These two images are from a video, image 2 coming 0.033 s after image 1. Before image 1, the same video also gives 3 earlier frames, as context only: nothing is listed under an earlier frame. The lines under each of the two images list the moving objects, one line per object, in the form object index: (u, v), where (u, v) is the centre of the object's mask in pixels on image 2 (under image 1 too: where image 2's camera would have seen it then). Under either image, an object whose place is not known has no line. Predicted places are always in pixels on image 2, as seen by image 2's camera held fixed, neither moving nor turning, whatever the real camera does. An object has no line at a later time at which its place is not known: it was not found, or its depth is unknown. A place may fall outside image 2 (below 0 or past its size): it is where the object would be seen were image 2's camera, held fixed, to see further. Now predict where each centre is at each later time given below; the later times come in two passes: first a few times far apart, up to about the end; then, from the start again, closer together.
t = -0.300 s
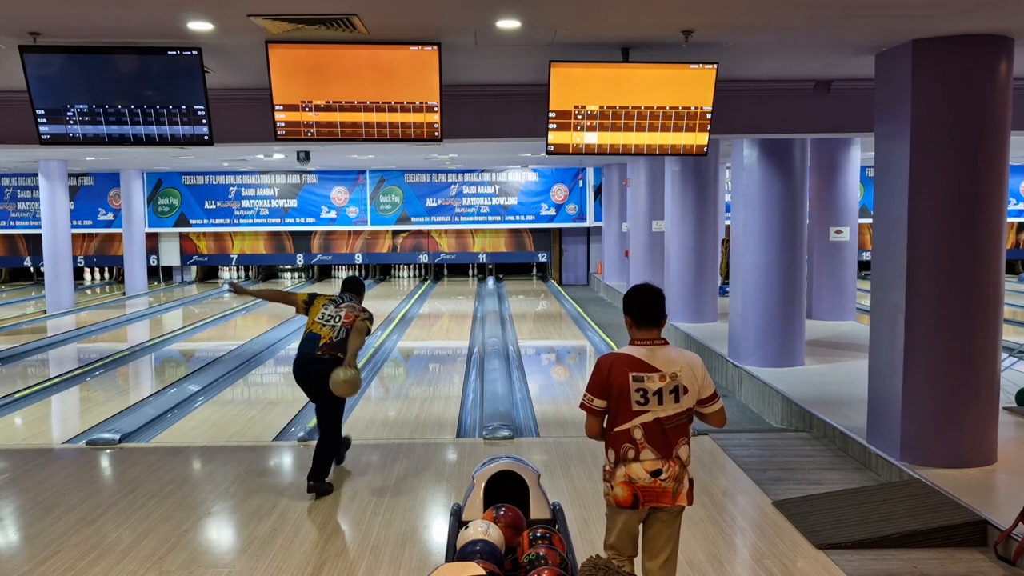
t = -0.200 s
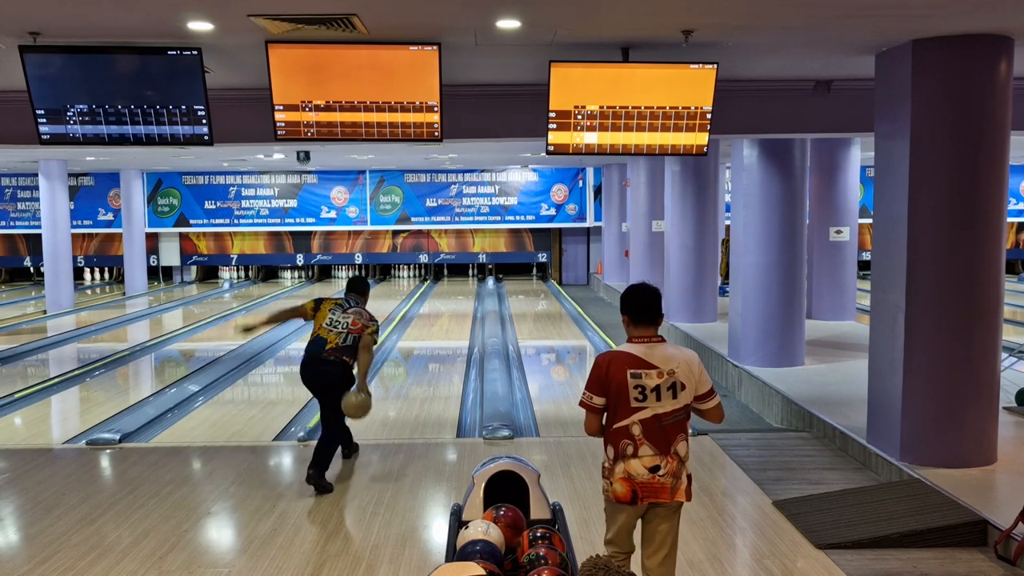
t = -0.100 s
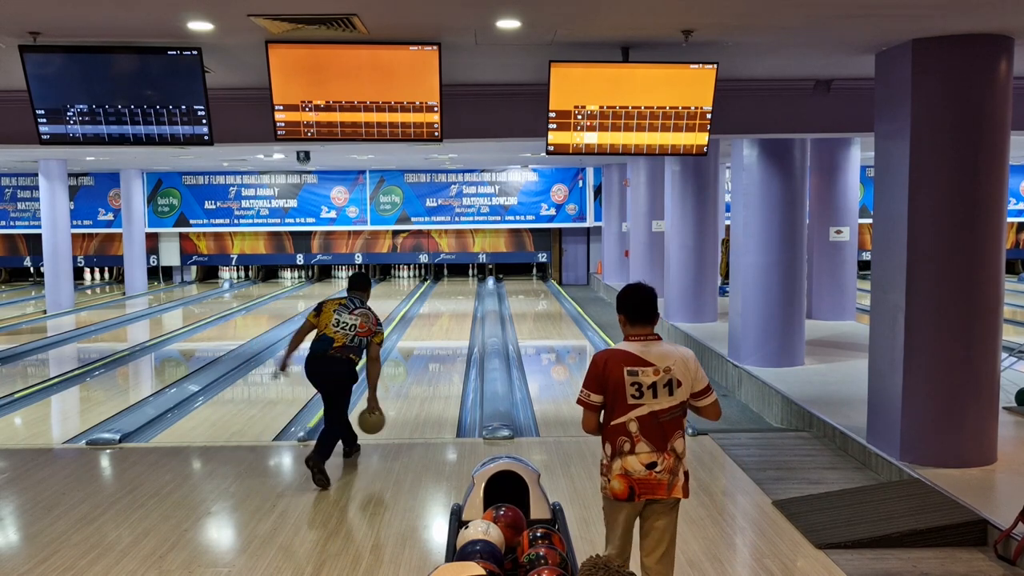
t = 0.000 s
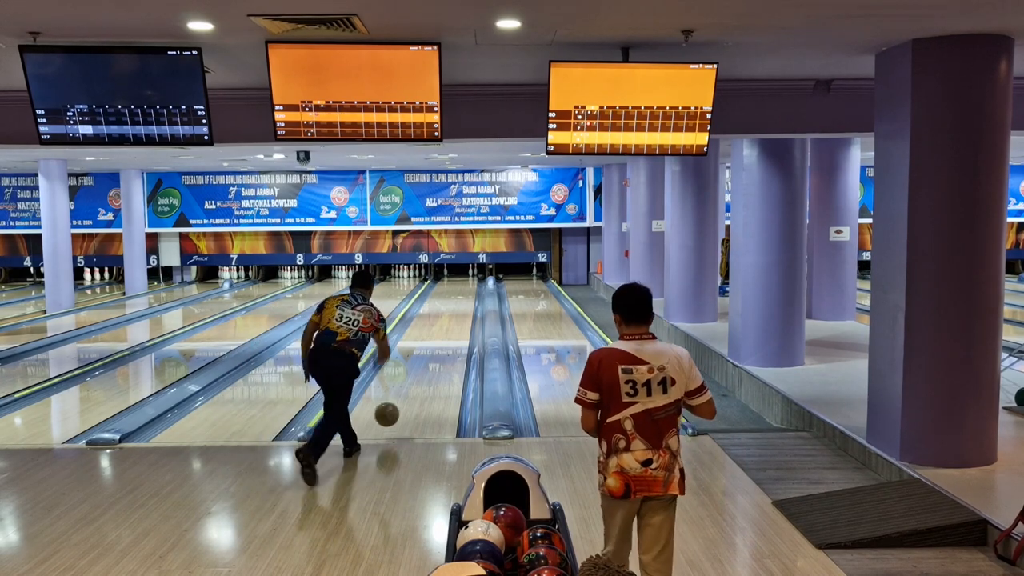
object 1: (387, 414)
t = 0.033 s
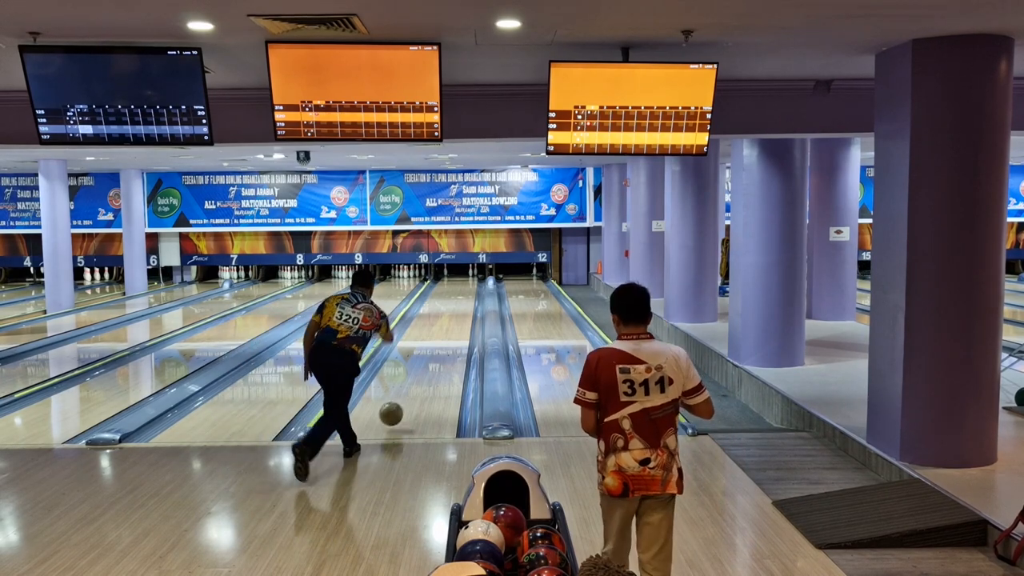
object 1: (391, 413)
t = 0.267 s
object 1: (413, 380)
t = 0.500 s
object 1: (429, 353)
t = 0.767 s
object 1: (441, 332)
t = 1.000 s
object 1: (449, 318)
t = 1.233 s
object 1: (455, 307)
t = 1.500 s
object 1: (461, 296)
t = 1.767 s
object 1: (465, 289)
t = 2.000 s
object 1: (469, 282)
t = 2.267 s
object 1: (472, 277)
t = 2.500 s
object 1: (473, 274)
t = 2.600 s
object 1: (476, 272)
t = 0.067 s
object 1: (395, 413)
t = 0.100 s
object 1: (398, 406)
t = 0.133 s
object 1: (401, 401)
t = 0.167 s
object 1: (405, 395)
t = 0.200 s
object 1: (408, 389)
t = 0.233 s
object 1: (411, 385)
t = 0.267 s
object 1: (413, 380)
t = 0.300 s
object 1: (416, 376)
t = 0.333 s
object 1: (419, 372)
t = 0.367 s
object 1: (421, 368)
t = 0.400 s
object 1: (423, 364)
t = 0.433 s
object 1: (425, 360)
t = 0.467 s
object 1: (427, 357)
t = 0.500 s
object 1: (429, 353)
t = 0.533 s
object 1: (431, 350)
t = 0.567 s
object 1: (432, 347)
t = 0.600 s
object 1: (434, 345)
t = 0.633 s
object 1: (435, 342)
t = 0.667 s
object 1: (437, 339)
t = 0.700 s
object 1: (438, 337)
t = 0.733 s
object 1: (440, 335)
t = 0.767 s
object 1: (441, 332)
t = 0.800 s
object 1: (442, 330)
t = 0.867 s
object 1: (445, 326)
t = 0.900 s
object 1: (446, 323)
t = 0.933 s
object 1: (447, 321)
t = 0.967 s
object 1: (448, 319)
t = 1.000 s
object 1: (449, 318)
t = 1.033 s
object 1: (450, 316)
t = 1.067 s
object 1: (451, 315)
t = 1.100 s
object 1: (452, 313)
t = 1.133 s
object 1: (453, 311)
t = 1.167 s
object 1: (454, 310)
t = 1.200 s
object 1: (455, 308)
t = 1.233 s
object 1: (455, 307)
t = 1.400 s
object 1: (459, 300)
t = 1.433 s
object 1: (460, 299)
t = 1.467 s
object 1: (460, 297)
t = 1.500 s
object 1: (461, 296)
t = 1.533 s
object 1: (462, 295)
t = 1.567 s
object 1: (462, 294)
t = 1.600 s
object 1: (463, 293)
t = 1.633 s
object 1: (463, 292)
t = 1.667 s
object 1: (464, 291)
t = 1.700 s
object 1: (464, 291)
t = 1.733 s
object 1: (465, 289)
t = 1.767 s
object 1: (465, 289)
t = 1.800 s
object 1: (466, 288)
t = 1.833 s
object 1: (467, 286)
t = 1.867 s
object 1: (467, 286)
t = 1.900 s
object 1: (468, 285)
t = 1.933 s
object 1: (468, 284)
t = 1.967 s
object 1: (469, 283)
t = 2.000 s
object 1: (469, 282)
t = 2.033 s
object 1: (469, 282)
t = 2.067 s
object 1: (469, 281)
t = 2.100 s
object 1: (470, 280)
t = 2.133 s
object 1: (470, 280)
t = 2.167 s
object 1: (470, 279)
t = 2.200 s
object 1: (471, 278)
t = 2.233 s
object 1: (471, 278)
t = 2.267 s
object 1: (472, 277)
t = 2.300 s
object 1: (472, 277)
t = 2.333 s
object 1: (472, 276)
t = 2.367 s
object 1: (472, 275)
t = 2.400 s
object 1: (472, 275)
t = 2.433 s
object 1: (472, 275)
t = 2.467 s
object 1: (472, 274)
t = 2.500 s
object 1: (473, 274)
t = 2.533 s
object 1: (473, 272)
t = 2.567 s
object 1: (475, 272)
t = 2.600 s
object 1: (476, 272)
